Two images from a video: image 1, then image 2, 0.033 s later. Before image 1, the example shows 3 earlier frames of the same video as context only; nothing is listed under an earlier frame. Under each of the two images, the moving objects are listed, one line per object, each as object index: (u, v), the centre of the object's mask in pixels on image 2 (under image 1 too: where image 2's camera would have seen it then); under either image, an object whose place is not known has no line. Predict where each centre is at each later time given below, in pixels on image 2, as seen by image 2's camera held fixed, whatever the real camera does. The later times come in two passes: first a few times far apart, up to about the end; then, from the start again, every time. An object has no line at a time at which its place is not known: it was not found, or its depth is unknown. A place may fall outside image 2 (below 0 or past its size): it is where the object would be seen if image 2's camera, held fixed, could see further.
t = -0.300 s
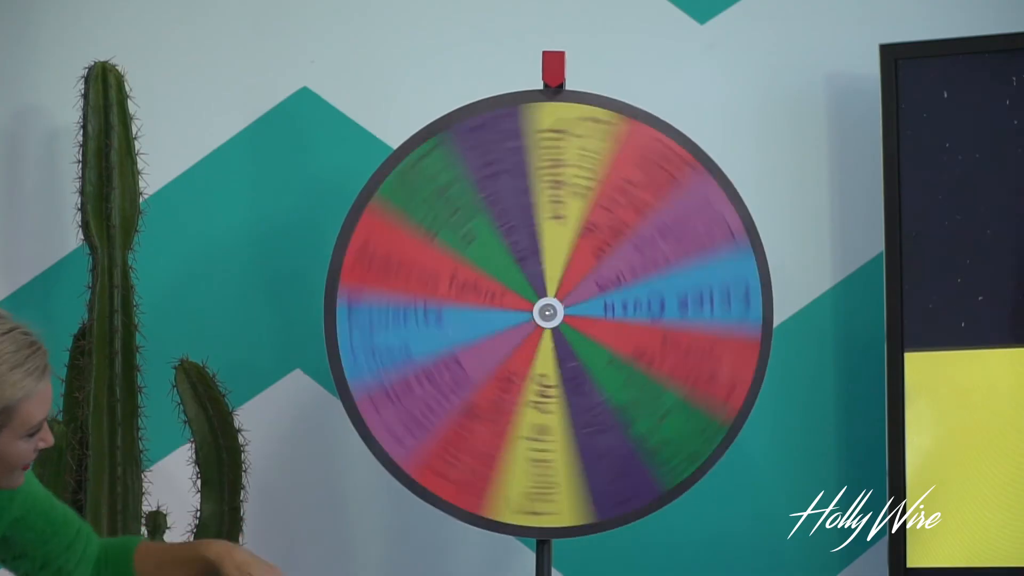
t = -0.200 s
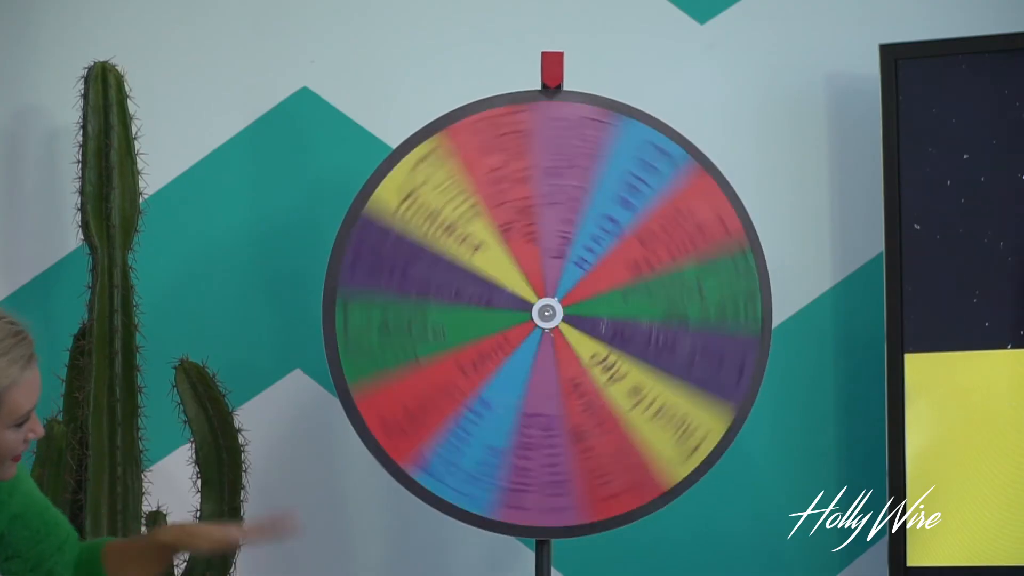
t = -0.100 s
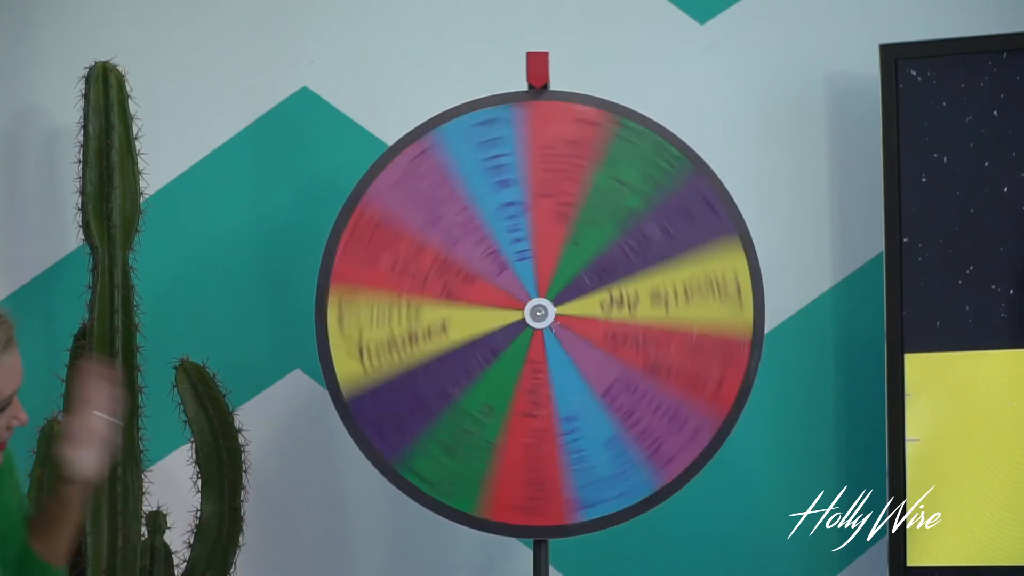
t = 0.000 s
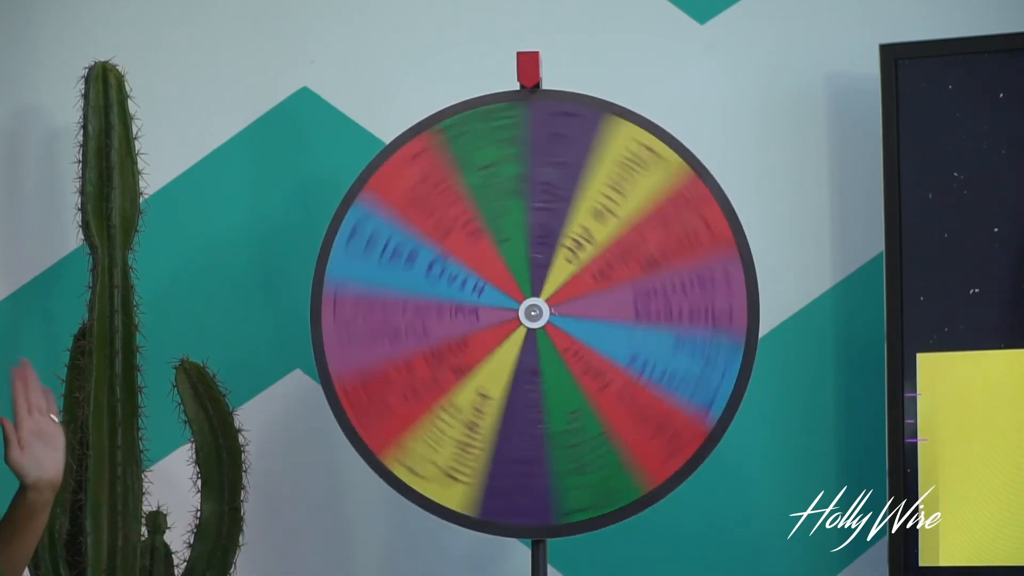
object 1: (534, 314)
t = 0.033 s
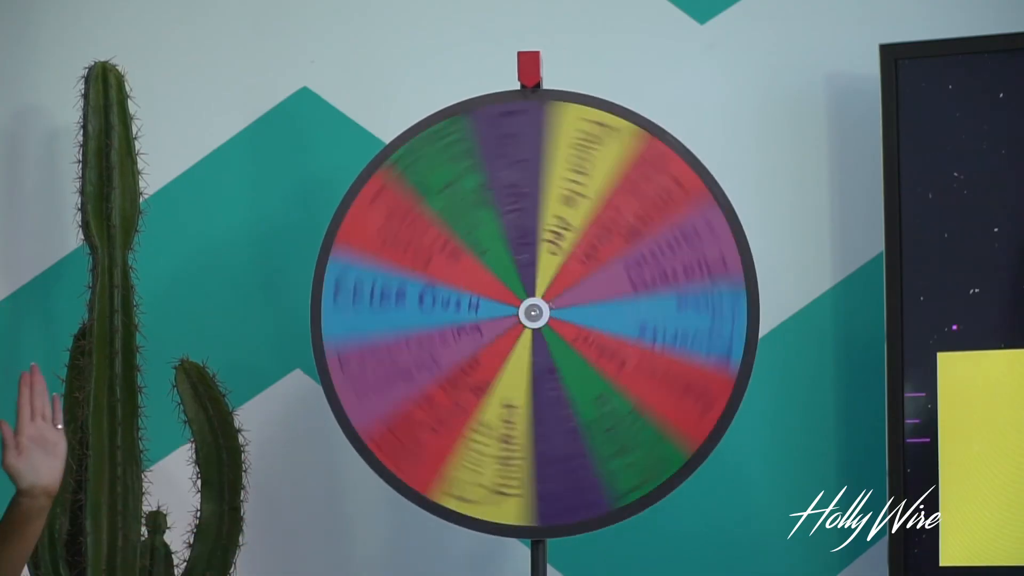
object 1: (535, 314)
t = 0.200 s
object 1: (543, 315)
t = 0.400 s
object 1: (541, 315)
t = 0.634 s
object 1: (542, 315)
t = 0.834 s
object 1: (539, 315)
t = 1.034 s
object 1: (542, 314)
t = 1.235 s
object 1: (541, 314)
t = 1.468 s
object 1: (542, 314)
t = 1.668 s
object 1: (541, 315)
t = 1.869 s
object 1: (540, 314)
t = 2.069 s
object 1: (542, 314)
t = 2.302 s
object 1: (541, 315)
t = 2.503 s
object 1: (542, 315)
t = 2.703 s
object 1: (540, 314)
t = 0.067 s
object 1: (535, 314)
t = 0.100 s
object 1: (537, 314)
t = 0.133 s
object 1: (539, 314)
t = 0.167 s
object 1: (541, 314)
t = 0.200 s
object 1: (543, 315)
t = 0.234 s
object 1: (545, 315)
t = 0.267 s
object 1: (546, 315)
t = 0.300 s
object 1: (545, 315)
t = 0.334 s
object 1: (544, 315)
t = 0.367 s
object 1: (543, 315)
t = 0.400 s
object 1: (541, 315)
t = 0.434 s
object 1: (540, 315)
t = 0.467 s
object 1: (538, 314)
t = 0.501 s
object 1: (538, 314)
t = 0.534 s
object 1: (539, 314)
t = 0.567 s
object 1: (539, 314)
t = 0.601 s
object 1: (541, 314)
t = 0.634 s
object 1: (542, 315)
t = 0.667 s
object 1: (543, 315)
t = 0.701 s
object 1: (543, 315)
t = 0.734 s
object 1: (542, 315)
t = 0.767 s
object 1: (542, 315)
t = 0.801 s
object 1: (540, 315)
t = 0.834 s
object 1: (539, 315)
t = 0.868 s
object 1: (538, 314)
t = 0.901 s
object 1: (537, 314)
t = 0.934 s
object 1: (538, 314)
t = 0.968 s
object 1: (539, 314)
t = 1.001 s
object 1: (540, 314)
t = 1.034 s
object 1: (542, 314)
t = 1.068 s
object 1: (543, 315)
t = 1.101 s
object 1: (544, 315)
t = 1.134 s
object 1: (544, 315)
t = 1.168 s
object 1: (544, 315)
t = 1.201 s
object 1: (543, 315)
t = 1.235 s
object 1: (541, 314)
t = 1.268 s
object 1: (540, 315)
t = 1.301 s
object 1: (539, 314)
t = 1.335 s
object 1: (539, 314)
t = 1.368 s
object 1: (539, 314)
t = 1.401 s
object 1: (539, 314)
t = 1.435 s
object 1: (541, 314)
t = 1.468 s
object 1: (542, 314)
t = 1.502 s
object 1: (543, 315)
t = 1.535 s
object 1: (543, 315)
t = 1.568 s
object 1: (543, 315)
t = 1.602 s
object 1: (543, 315)
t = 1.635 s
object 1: (542, 314)
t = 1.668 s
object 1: (541, 315)
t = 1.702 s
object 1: (539, 315)
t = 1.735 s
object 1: (538, 315)
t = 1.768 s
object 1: (538, 314)
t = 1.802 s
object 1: (538, 314)
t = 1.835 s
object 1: (539, 314)
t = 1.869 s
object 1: (540, 314)
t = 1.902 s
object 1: (542, 314)
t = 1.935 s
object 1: (542, 315)
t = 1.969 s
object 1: (543, 315)
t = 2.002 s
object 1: (543, 315)
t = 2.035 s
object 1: (543, 315)
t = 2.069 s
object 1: (542, 314)
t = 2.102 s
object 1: (540, 314)
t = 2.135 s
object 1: (540, 314)
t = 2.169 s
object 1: (539, 314)
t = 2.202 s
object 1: (539, 315)
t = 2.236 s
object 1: (539, 315)
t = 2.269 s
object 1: (540, 315)
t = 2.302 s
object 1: (541, 315)
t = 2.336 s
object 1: (542, 315)
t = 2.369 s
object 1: (543, 315)
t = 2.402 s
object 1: (543, 315)
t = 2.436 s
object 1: (543, 315)
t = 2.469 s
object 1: (542, 315)
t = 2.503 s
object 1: (542, 315)
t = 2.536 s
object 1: (541, 315)
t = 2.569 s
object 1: (540, 315)
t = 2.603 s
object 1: (540, 314)
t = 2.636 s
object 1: (539, 315)
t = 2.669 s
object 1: (539, 314)
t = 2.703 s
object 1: (540, 314)
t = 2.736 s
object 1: (541, 315)
